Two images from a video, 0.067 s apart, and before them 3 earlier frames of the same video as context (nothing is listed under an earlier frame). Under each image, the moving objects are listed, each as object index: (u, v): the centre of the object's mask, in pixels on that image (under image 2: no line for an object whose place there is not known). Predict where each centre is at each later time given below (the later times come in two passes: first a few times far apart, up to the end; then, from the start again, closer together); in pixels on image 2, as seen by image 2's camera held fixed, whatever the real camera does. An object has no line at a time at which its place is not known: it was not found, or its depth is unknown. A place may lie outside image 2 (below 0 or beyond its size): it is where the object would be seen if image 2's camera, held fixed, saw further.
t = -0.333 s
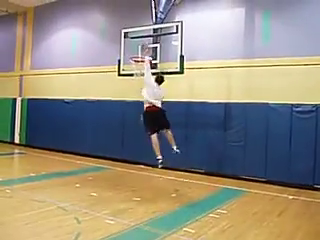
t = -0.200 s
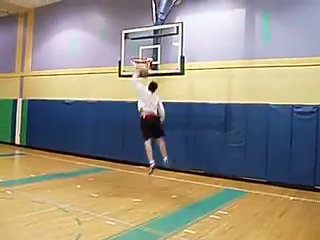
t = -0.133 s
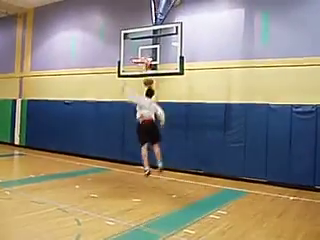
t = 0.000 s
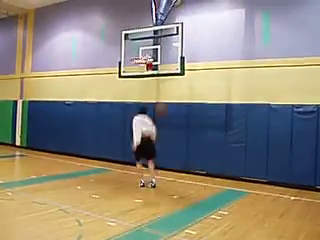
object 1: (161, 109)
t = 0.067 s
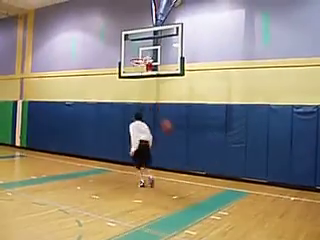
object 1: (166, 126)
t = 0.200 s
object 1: (179, 171)
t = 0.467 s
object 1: (208, 157)
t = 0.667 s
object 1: (233, 124)
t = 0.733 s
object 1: (242, 117)
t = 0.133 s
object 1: (172, 146)
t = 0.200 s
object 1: (179, 171)
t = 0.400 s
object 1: (200, 173)
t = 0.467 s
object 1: (208, 157)
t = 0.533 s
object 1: (216, 144)
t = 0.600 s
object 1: (225, 133)
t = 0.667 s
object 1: (233, 124)
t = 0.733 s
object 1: (242, 117)
